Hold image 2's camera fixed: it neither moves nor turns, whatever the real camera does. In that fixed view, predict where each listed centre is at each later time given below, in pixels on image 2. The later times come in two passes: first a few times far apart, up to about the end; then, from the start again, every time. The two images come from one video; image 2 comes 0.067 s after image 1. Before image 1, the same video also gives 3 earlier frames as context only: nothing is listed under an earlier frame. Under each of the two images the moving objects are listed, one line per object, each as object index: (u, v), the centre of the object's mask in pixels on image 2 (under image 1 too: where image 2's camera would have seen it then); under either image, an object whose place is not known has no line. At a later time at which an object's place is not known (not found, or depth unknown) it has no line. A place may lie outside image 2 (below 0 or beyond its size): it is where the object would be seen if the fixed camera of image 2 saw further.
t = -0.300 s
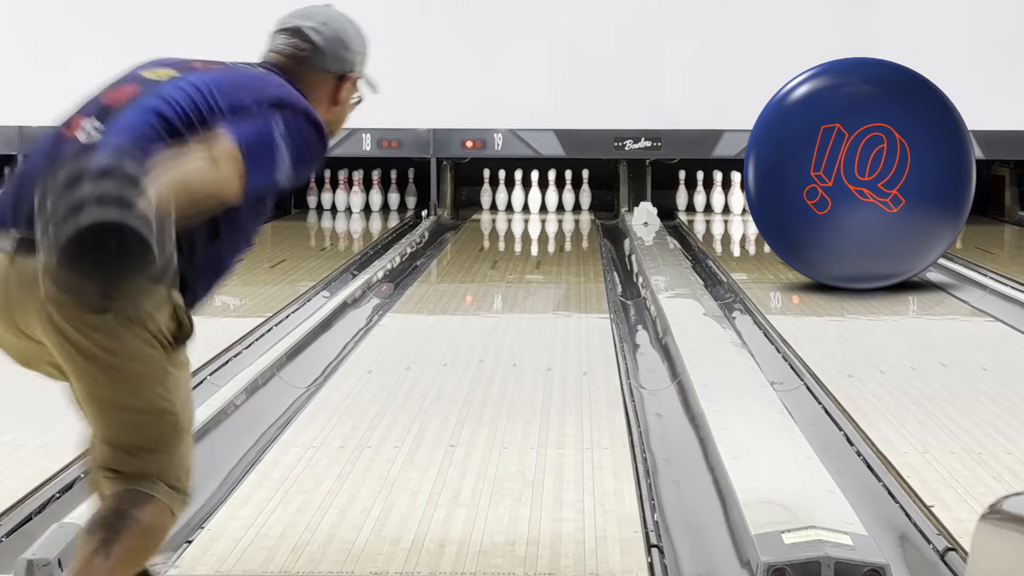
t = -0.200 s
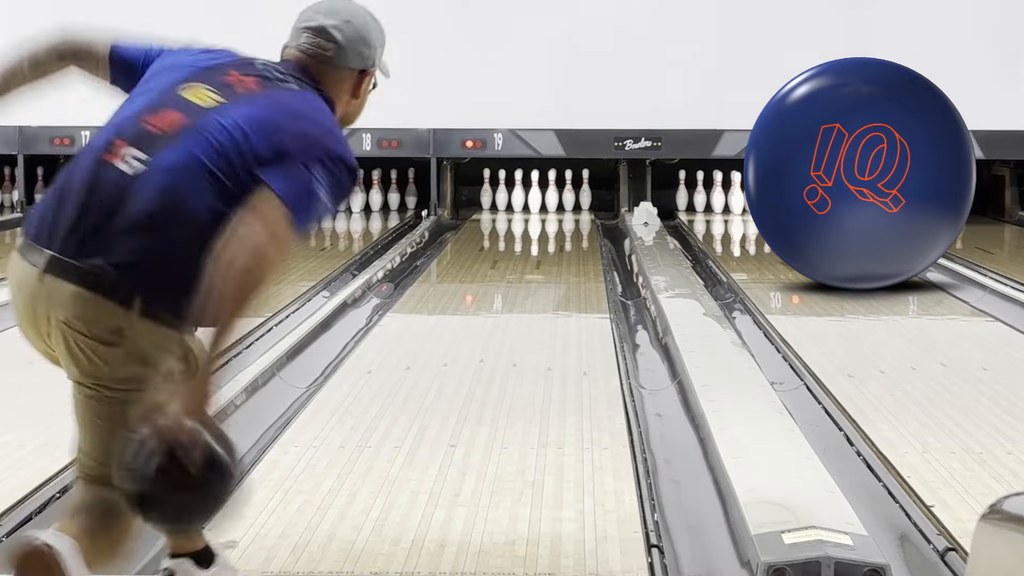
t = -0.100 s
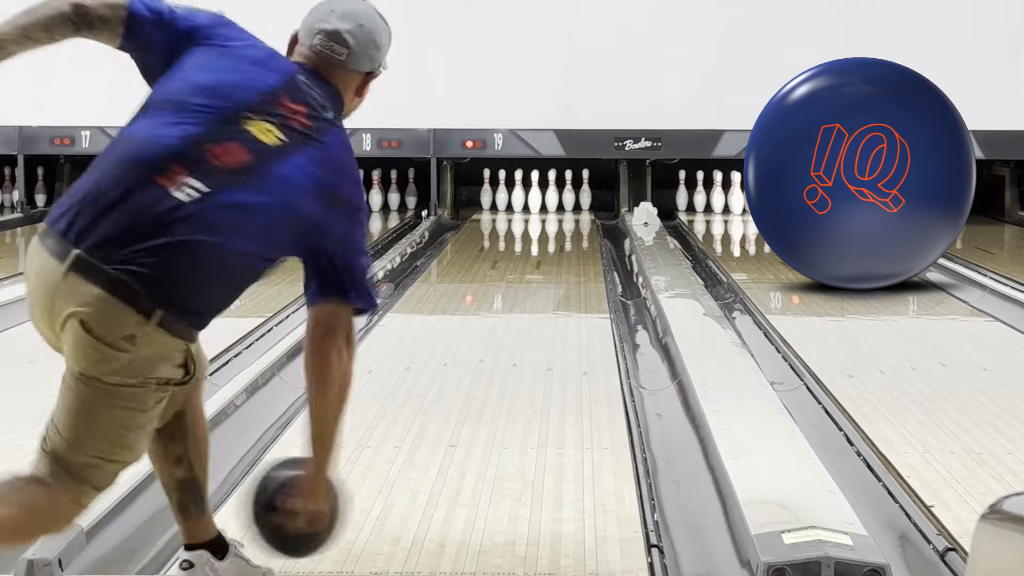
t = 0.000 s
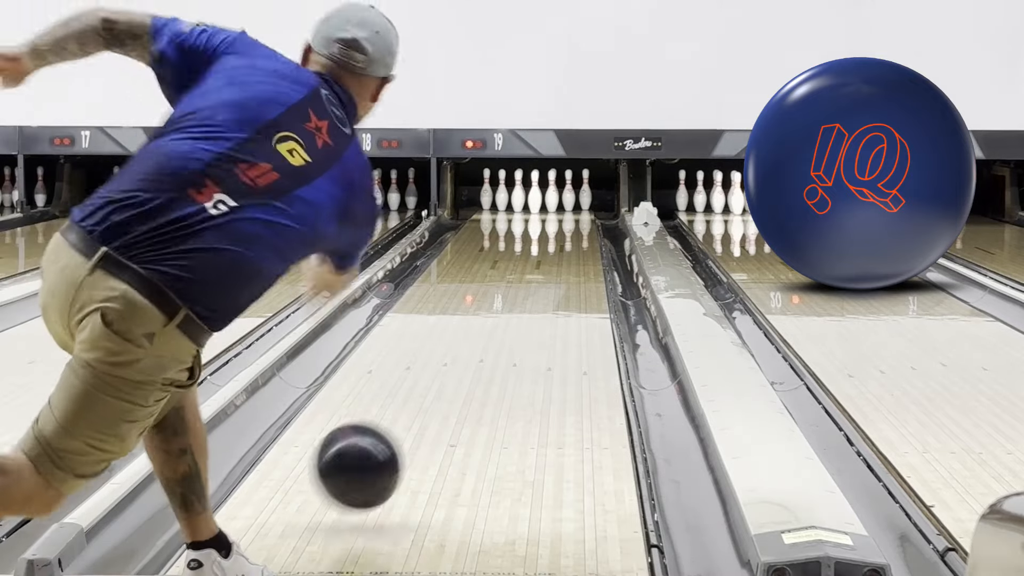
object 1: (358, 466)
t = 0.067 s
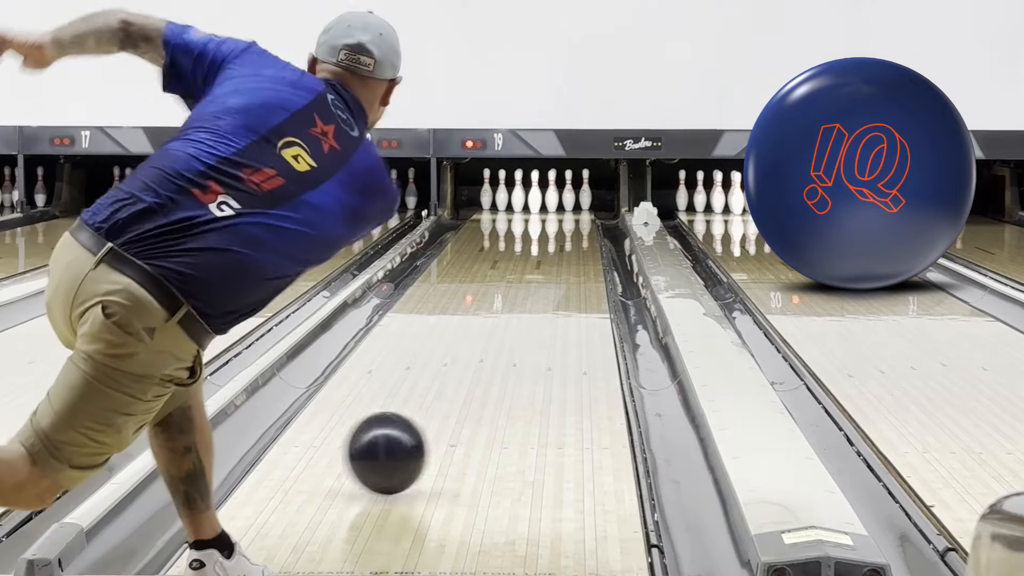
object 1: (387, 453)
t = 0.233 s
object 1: (441, 398)
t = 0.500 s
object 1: (498, 337)
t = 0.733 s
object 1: (530, 302)
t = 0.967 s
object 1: (551, 275)
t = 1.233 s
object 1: (565, 253)
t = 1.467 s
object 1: (571, 237)
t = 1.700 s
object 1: (569, 225)
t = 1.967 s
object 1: (557, 214)
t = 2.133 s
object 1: (544, 208)
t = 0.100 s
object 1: (399, 442)
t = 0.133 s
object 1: (411, 431)
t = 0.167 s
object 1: (422, 418)
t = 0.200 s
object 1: (432, 408)
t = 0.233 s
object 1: (441, 398)
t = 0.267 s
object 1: (450, 389)
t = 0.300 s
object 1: (458, 380)
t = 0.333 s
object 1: (466, 372)
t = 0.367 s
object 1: (473, 364)
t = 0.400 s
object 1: (480, 357)
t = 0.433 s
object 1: (486, 350)
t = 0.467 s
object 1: (492, 344)
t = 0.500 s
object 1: (498, 337)
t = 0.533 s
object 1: (503, 331)
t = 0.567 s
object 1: (508, 326)
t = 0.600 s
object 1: (513, 321)
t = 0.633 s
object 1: (517, 316)
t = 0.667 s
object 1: (522, 311)
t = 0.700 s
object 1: (526, 306)
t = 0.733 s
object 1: (530, 302)
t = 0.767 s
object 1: (533, 298)
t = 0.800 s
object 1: (537, 293)
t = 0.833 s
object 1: (540, 289)
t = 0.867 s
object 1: (543, 286)
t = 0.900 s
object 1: (545, 282)
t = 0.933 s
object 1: (548, 279)
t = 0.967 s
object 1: (551, 275)
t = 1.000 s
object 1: (553, 272)
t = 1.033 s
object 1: (555, 269)
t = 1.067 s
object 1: (557, 266)
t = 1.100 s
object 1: (559, 263)
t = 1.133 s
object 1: (561, 260)
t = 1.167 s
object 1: (562, 257)
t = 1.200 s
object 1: (564, 255)
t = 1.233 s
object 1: (565, 253)
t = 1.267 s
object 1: (566, 250)
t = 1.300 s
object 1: (567, 248)
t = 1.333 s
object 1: (569, 246)
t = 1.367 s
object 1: (569, 243)
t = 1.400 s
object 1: (570, 241)
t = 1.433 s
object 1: (571, 240)
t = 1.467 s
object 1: (571, 237)
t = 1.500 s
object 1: (571, 235)
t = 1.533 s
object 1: (572, 234)
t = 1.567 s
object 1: (571, 232)
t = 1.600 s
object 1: (571, 230)
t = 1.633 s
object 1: (571, 228)
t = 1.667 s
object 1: (570, 227)
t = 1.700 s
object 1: (569, 225)
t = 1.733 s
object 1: (568, 223)
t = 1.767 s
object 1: (567, 222)
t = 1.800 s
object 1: (566, 220)
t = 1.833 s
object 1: (565, 219)
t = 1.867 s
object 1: (563, 218)
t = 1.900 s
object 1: (561, 216)
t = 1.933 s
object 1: (559, 215)
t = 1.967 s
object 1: (557, 214)
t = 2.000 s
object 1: (555, 213)
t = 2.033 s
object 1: (553, 212)
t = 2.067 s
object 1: (550, 211)
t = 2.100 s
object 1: (547, 209)
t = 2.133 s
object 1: (544, 208)
